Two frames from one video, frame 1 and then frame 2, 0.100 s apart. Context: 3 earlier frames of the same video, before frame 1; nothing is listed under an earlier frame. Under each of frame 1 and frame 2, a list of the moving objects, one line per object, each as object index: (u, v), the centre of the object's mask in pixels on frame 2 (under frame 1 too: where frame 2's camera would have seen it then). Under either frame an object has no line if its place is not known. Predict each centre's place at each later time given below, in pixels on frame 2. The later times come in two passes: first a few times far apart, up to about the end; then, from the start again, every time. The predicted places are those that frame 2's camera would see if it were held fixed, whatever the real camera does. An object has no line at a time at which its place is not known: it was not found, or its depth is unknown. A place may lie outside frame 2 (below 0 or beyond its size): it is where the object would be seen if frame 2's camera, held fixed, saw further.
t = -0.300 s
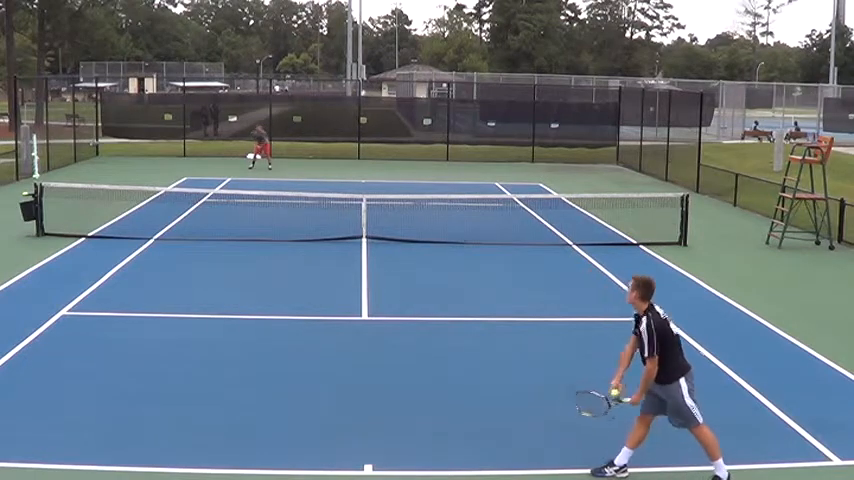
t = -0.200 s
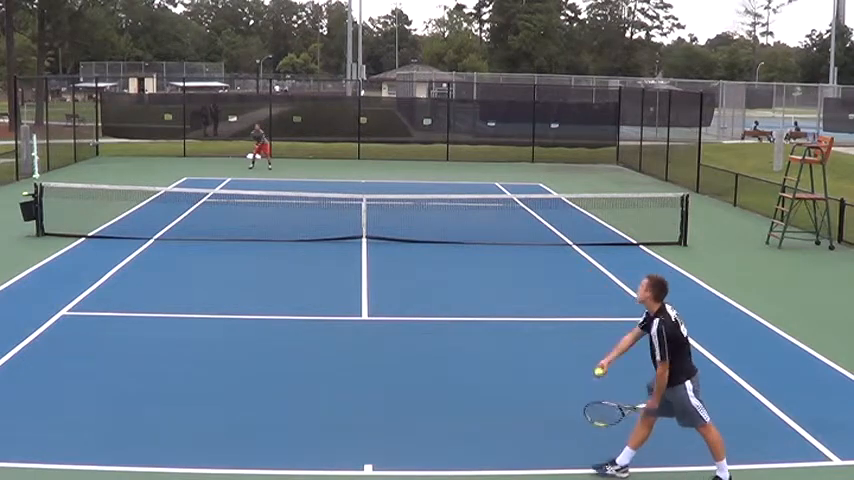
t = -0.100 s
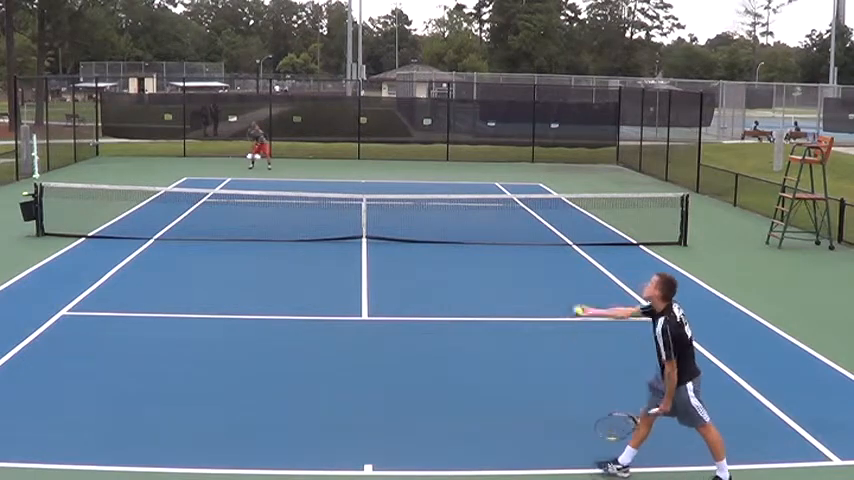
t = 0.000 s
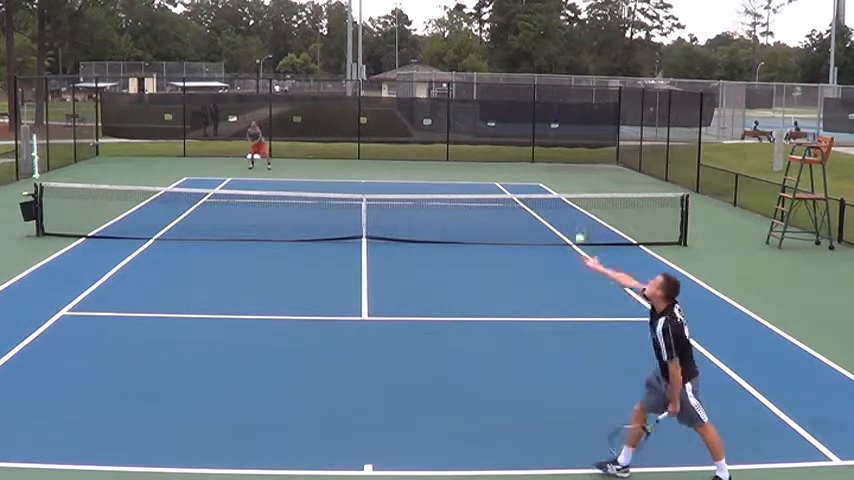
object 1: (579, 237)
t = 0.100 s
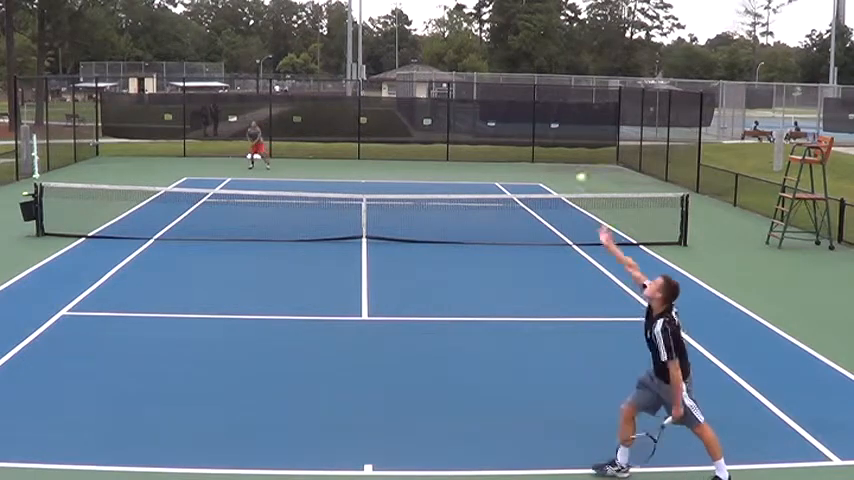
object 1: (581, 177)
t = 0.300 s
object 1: (581, 93)
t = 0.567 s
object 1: (581, 56)
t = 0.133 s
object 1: (581, 160)
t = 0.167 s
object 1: (581, 144)
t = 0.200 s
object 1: (581, 129)
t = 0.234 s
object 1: (581, 115)
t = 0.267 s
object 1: (581, 104)
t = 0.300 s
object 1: (581, 93)
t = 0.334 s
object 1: (582, 84)
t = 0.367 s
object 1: (582, 76)
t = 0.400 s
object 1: (581, 69)
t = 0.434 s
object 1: (581, 64)
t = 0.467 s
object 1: (581, 60)
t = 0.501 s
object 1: (581, 57)
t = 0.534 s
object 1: (581, 56)
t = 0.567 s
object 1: (581, 56)
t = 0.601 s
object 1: (580, 58)
